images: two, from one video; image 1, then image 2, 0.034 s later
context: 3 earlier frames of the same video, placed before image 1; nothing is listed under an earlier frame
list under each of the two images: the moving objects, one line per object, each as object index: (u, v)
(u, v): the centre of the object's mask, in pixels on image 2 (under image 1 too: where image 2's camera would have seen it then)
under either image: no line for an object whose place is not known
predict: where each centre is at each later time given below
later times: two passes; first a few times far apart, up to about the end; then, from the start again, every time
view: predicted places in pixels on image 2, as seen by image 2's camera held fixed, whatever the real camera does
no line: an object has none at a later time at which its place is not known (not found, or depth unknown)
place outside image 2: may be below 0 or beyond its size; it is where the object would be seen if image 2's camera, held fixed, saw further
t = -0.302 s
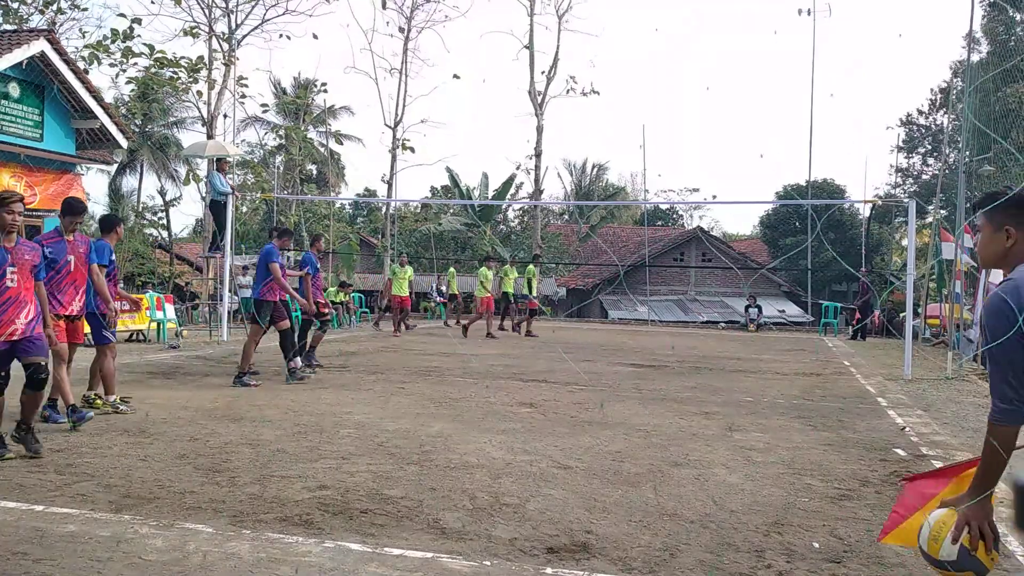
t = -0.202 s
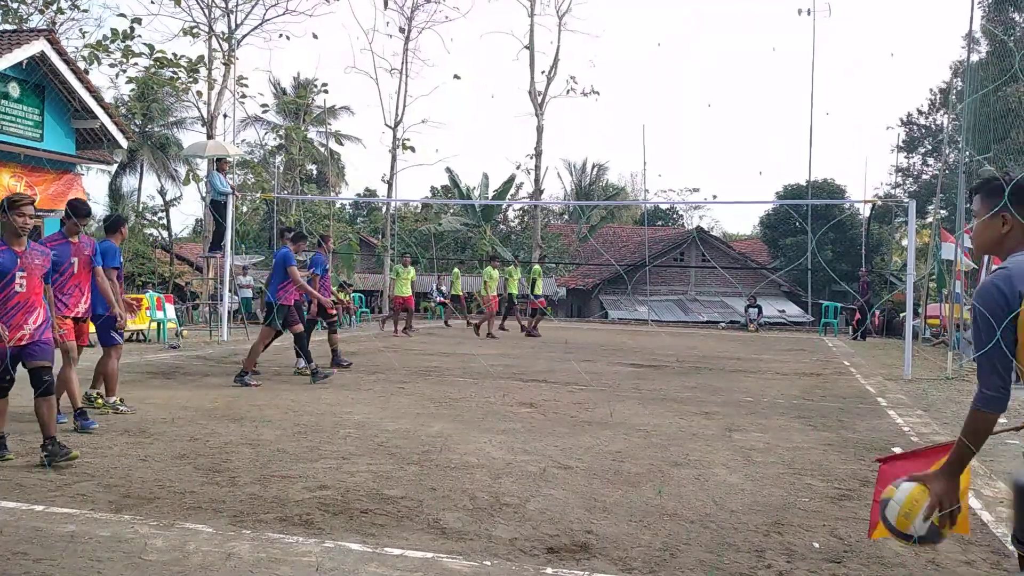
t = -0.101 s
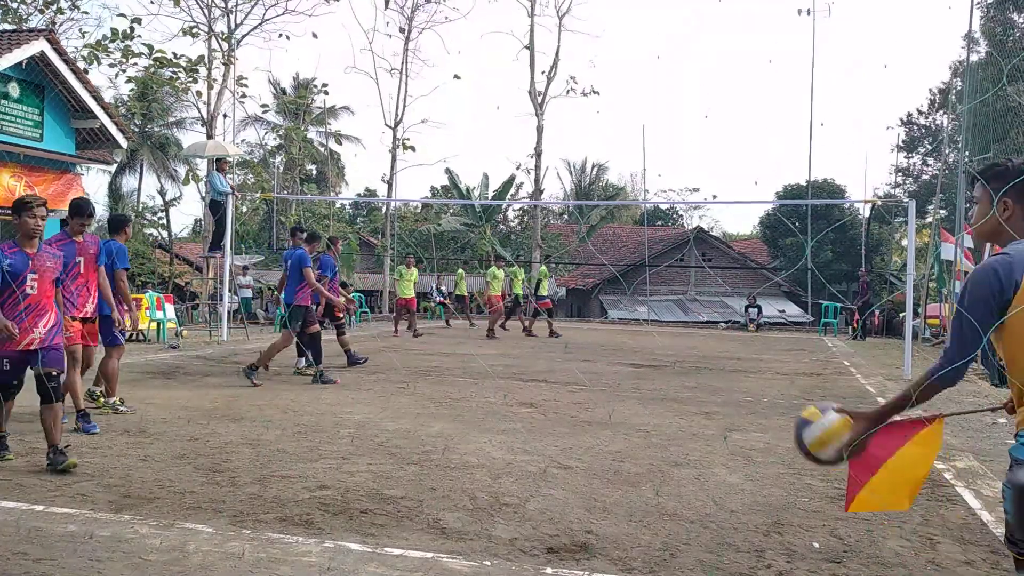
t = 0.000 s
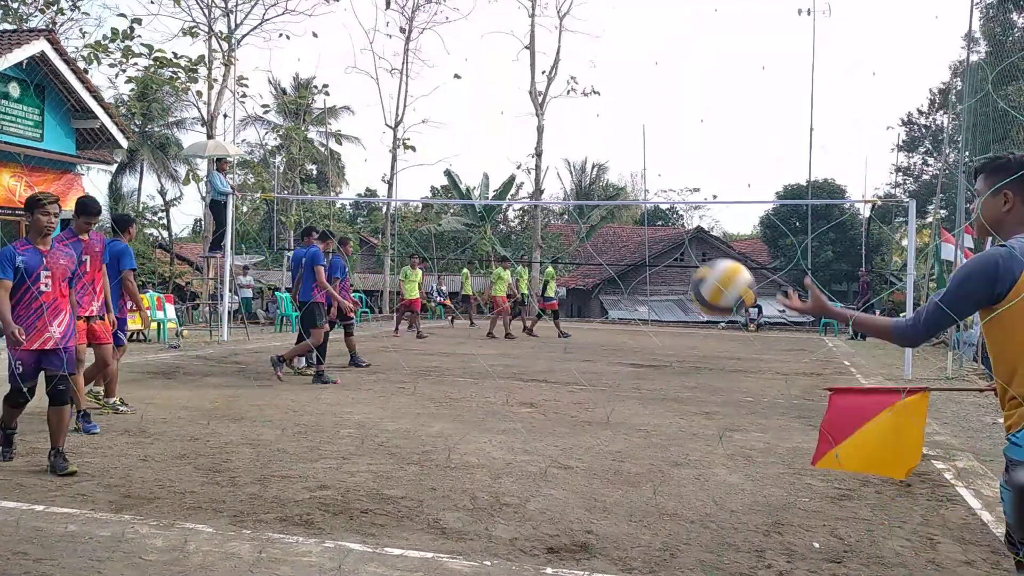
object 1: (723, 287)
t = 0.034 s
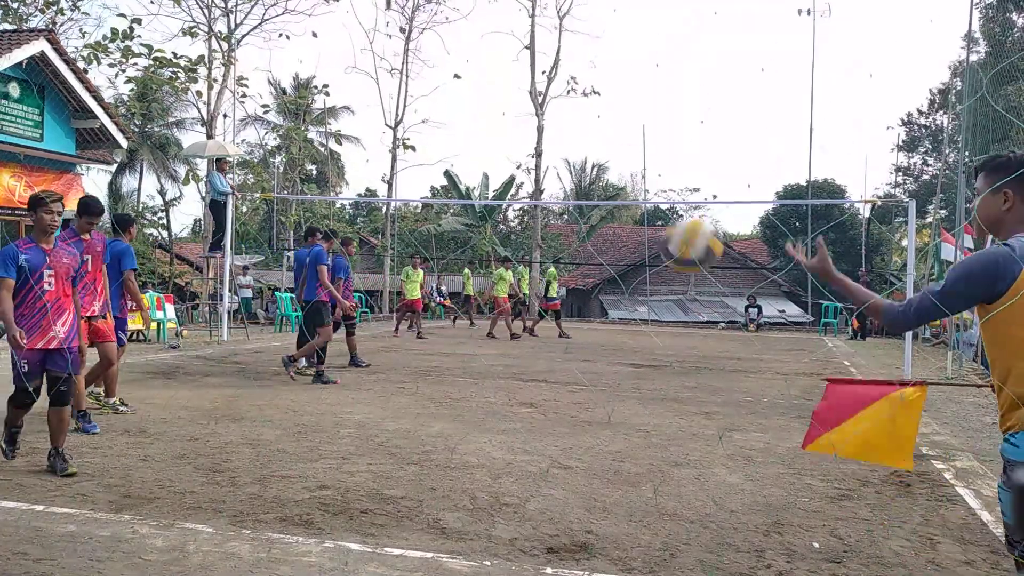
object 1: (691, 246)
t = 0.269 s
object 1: (498, 46)
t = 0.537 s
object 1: (325, 12)
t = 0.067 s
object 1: (661, 206)
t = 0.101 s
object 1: (631, 171)
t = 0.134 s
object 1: (602, 139)
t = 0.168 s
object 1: (575, 110)
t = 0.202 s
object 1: (548, 85)
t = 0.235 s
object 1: (522, 64)
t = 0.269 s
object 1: (498, 46)
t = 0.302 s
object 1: (474, 31)
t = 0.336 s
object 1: (451, 21)
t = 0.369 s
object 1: (428, 16)
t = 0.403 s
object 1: (406, 12)
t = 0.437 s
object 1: (386, 11)
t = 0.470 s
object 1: (366, 10)
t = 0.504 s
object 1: (344, 10)
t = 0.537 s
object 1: (325, 12)
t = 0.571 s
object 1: (306, 15)
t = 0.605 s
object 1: (287, 19)
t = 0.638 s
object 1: (270, 27)
